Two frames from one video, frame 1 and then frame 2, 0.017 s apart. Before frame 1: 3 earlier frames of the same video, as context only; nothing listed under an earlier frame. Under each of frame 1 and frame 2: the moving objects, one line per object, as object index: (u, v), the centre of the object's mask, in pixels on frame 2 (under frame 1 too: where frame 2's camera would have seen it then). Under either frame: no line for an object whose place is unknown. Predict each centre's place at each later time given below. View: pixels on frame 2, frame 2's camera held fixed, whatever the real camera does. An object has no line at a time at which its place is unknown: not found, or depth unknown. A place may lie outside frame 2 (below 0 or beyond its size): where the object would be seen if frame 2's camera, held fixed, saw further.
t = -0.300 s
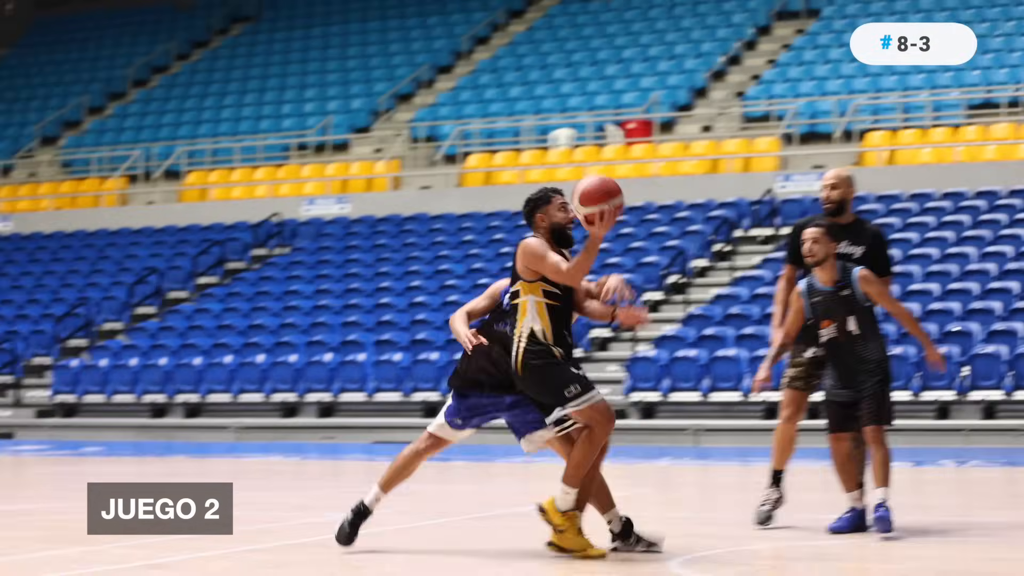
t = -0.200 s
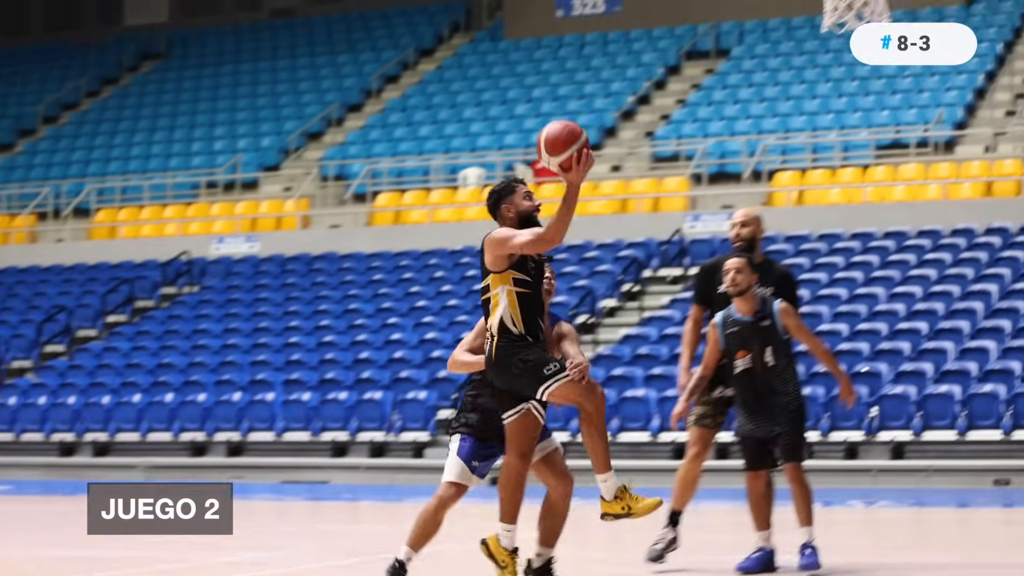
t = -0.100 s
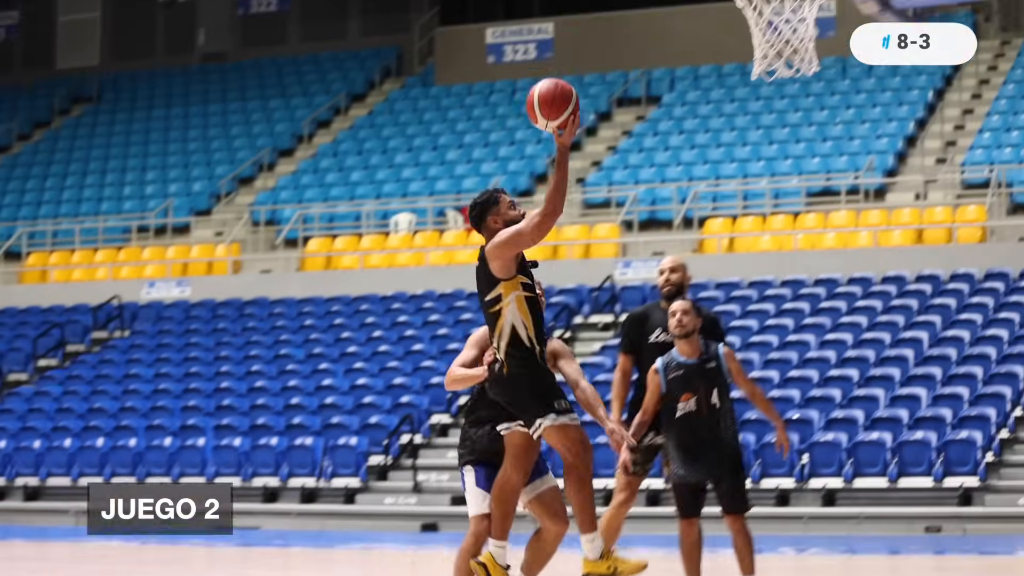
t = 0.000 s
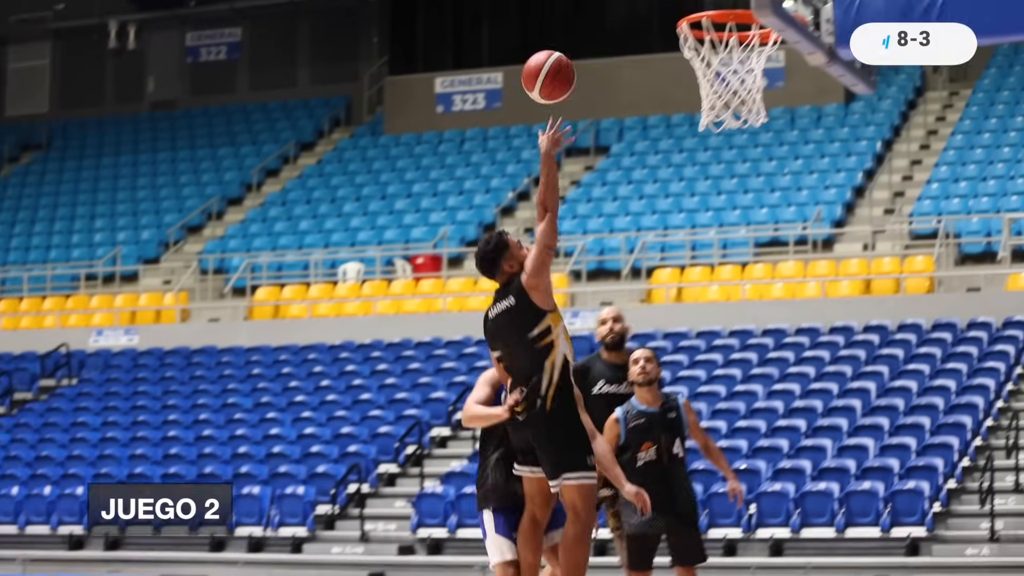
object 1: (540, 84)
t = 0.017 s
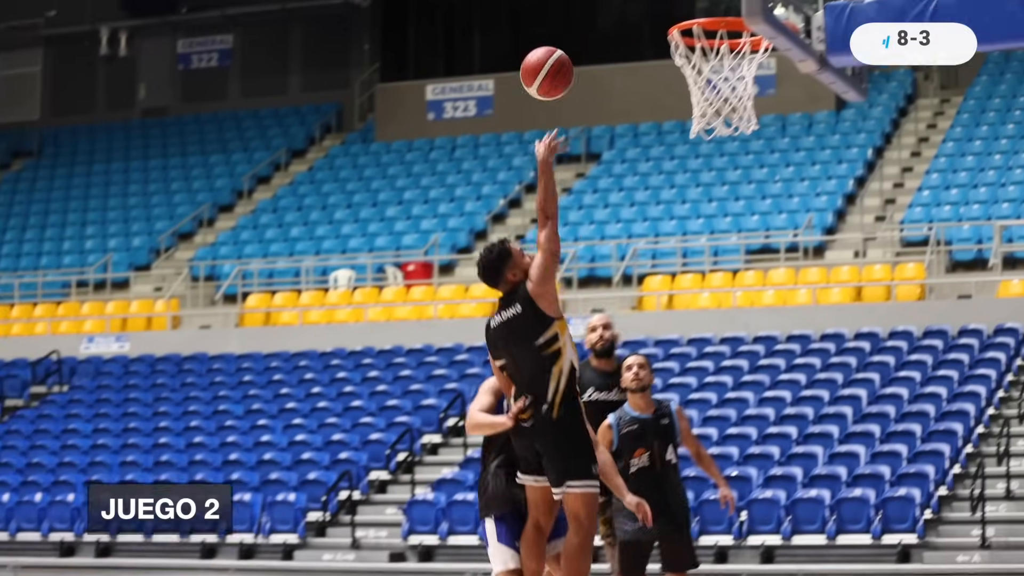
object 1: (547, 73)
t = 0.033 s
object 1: (554, 63)
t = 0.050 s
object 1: (561, 53)
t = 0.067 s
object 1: (568, 45)
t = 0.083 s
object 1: (575, 36)
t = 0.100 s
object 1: (582, 29)
